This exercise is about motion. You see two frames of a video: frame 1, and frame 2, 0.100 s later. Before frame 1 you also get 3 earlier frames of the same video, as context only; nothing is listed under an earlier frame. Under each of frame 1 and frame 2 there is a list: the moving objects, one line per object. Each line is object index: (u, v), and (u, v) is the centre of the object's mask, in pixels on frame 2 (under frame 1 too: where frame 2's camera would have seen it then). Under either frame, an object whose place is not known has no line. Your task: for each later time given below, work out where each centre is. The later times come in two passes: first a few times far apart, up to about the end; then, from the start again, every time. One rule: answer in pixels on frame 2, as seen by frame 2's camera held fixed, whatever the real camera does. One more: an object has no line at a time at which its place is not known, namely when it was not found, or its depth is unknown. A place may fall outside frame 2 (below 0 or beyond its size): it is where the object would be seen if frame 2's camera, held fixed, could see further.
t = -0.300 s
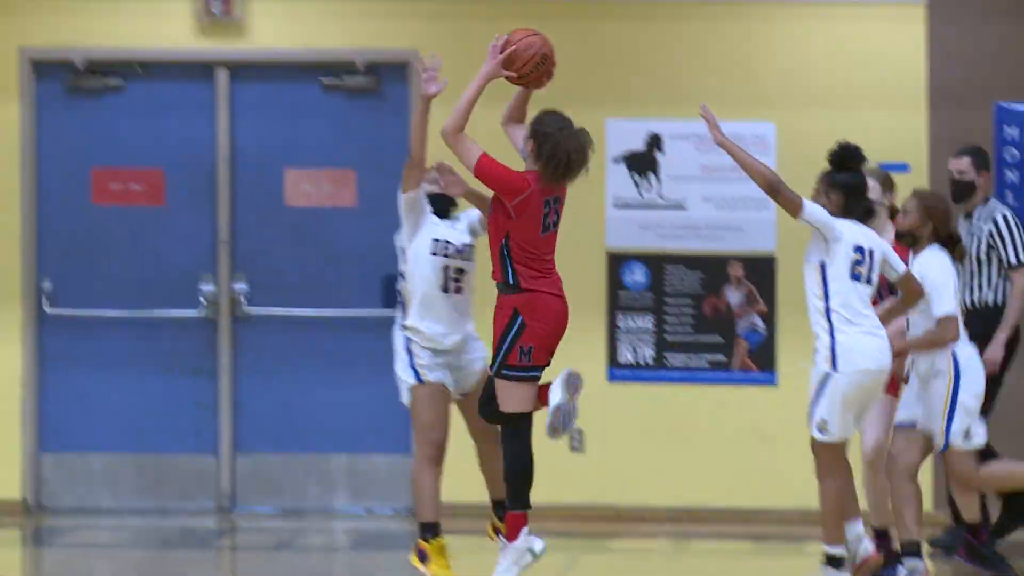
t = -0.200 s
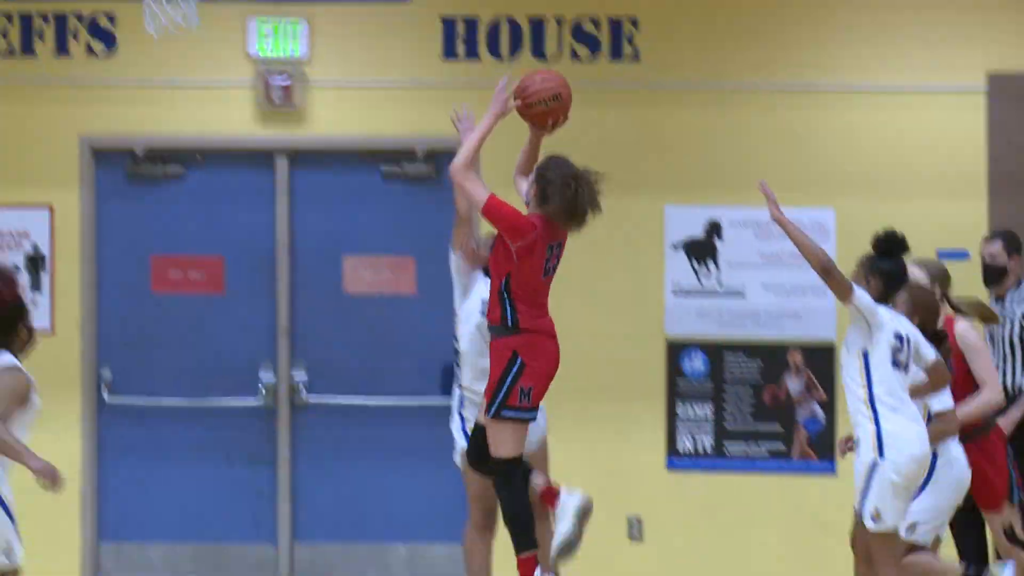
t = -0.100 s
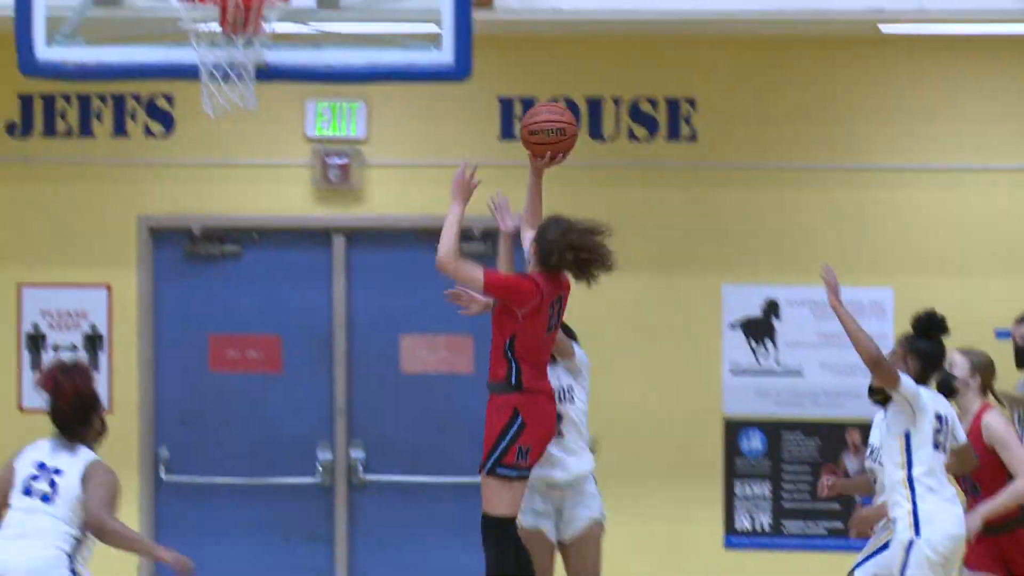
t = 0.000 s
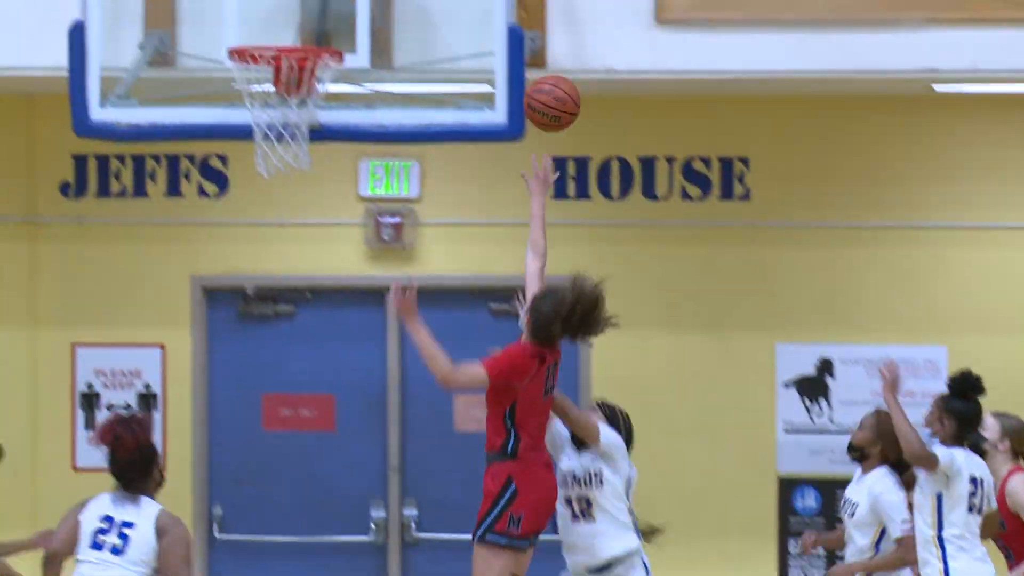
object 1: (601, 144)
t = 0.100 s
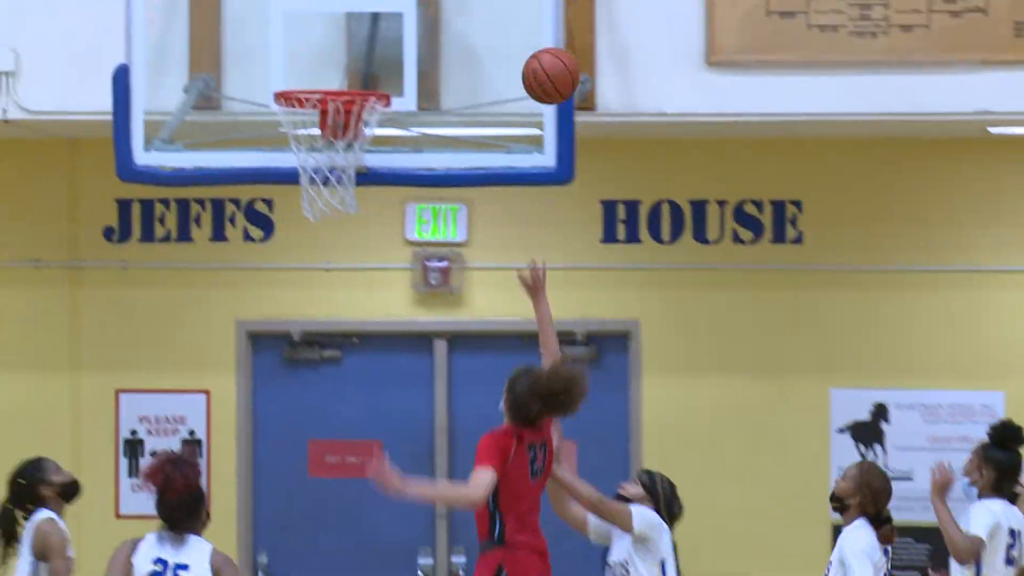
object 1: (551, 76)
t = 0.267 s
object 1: (470, 21)
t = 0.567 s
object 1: (342, 71)
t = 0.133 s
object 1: (534, 60)
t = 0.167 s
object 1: (518, 46)
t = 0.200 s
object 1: (502, 36)
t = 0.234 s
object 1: (486, 27)
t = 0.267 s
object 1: (470, 21)
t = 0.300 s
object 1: (455, 17)
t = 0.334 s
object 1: (439, 18)
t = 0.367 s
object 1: (424, 19)
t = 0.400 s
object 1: (409, 23)
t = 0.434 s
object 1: (394, 30)
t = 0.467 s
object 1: (379, 38)
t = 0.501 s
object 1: (366, 48)
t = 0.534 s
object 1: (354, 60)
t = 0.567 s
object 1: (342, 71)
